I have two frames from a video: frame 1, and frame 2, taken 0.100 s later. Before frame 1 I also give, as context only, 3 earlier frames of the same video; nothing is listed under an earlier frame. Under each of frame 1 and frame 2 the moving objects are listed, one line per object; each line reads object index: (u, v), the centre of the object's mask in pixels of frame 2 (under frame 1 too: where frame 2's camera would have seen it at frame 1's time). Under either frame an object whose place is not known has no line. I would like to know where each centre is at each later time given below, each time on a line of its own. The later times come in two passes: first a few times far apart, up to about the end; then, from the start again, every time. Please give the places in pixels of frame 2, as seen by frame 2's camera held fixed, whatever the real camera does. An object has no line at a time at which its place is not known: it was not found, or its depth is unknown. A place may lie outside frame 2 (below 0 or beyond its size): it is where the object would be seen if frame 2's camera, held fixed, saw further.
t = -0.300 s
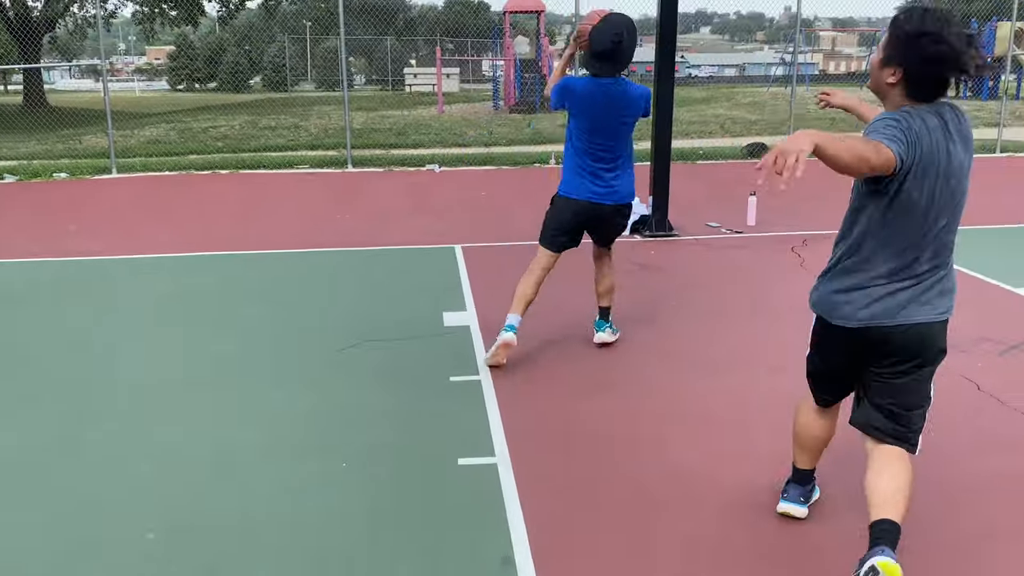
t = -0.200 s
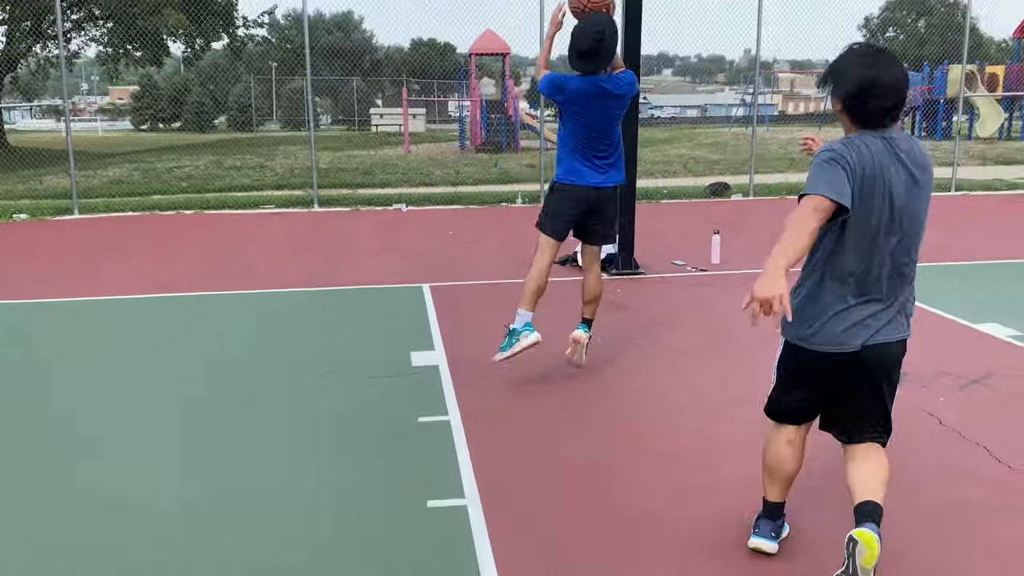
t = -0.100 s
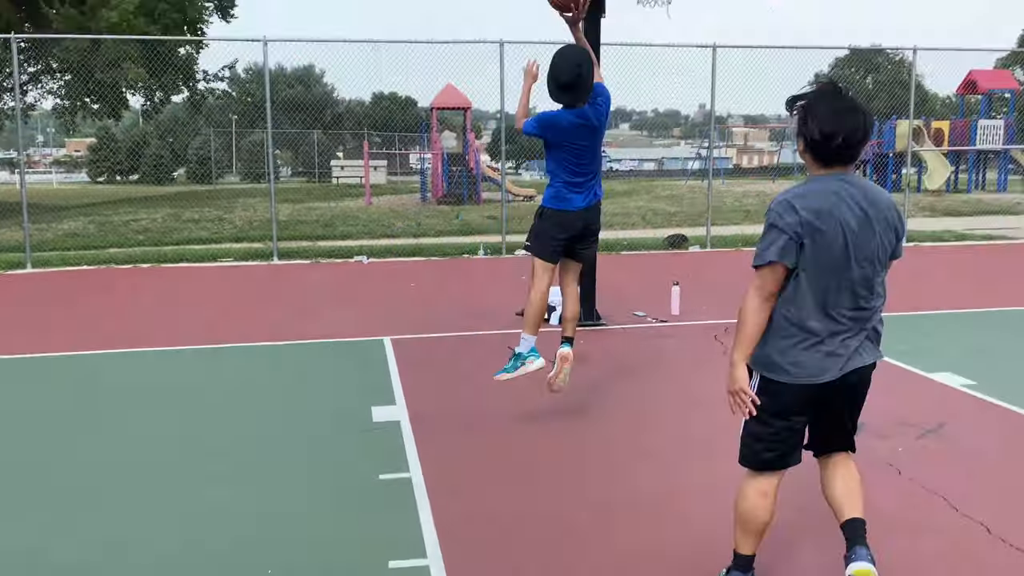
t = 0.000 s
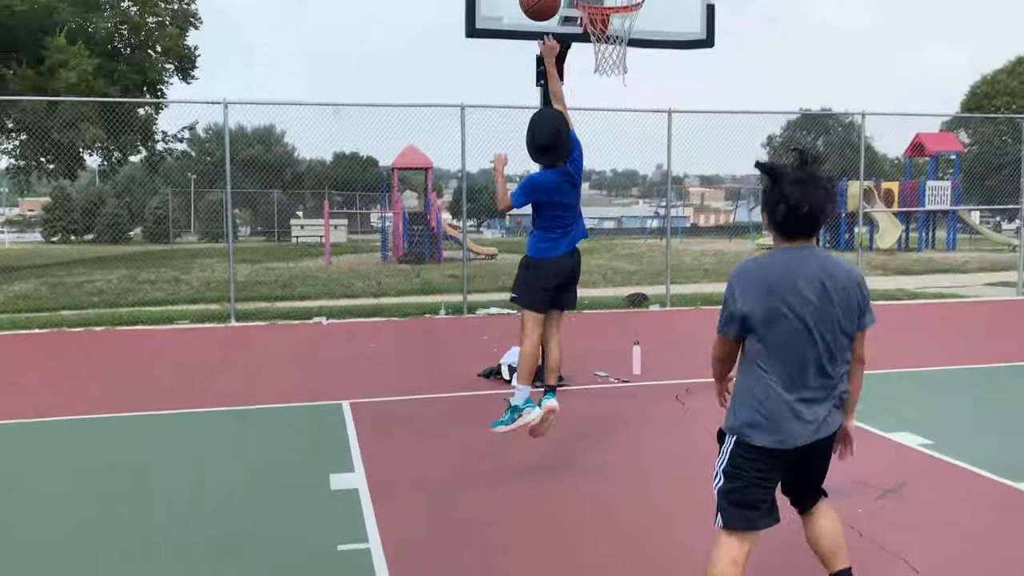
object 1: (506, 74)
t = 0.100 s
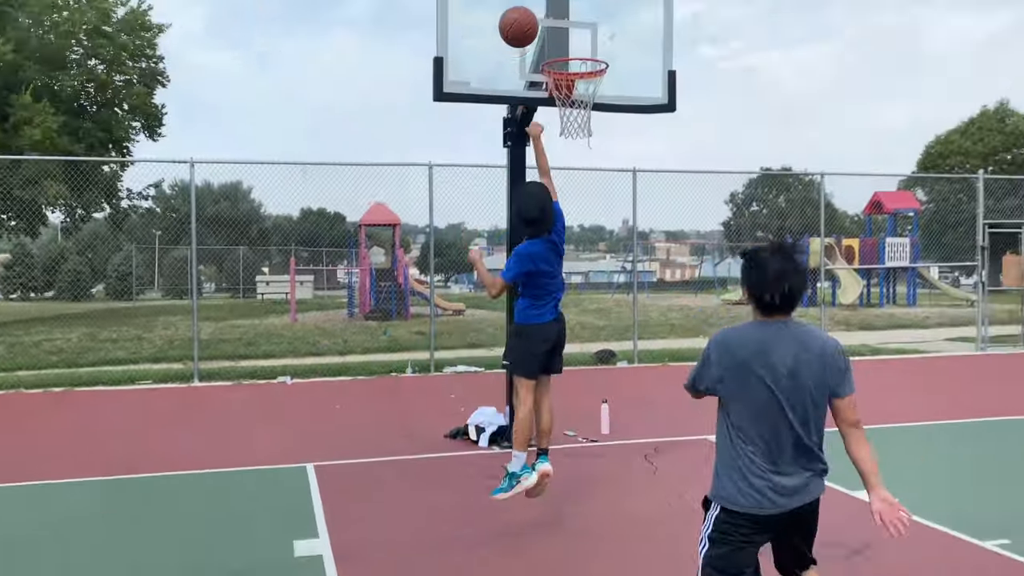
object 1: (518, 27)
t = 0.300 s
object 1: (540, 4)
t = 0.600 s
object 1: (567, 45)
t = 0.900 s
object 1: (583, 106)
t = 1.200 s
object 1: (579, 180)
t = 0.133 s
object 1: (522, 18)
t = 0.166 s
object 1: (526, 12)
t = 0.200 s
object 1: (530, 7)
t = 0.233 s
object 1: (533, 4)
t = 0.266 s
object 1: (537, 3)
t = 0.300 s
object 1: (540, 4)
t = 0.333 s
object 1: (544, 6)
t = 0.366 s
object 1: (547, 11)
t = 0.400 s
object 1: (551, 16)
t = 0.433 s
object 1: (554, 24)
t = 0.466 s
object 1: (557, 31)
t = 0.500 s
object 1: (561, 40)
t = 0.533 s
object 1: (563, 42)
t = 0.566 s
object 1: (565, 43)
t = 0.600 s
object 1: (567, 45)
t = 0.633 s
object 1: (569, 51)
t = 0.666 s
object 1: (574, 57)
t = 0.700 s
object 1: (576, 64)
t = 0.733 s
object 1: (577, 74)
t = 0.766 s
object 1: (578, 85)
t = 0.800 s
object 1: (581, 93)
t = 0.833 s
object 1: (582, 99)
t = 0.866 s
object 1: (583, 103)
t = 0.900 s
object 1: (583, 106)
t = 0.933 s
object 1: (583, 109)
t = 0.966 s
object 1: (583, 114)
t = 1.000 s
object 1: (582, 119)
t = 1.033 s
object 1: (582, 126)
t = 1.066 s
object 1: (581, 134)
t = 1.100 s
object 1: (580, 144)
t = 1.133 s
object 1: (580, 154)
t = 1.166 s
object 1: (580, 166)
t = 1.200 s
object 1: (579, 180)
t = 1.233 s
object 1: (579, 196)
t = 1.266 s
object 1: (579, 212)
